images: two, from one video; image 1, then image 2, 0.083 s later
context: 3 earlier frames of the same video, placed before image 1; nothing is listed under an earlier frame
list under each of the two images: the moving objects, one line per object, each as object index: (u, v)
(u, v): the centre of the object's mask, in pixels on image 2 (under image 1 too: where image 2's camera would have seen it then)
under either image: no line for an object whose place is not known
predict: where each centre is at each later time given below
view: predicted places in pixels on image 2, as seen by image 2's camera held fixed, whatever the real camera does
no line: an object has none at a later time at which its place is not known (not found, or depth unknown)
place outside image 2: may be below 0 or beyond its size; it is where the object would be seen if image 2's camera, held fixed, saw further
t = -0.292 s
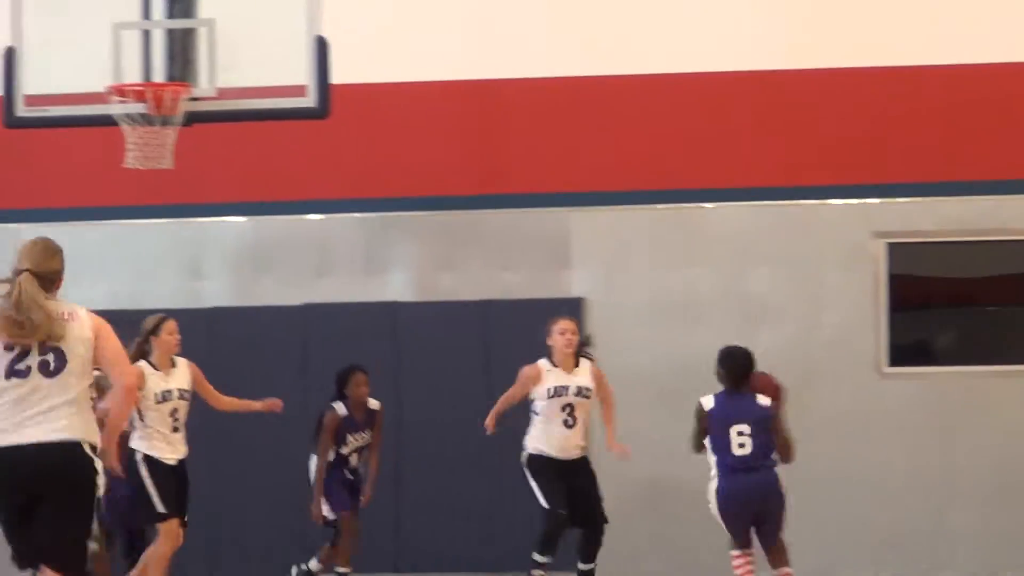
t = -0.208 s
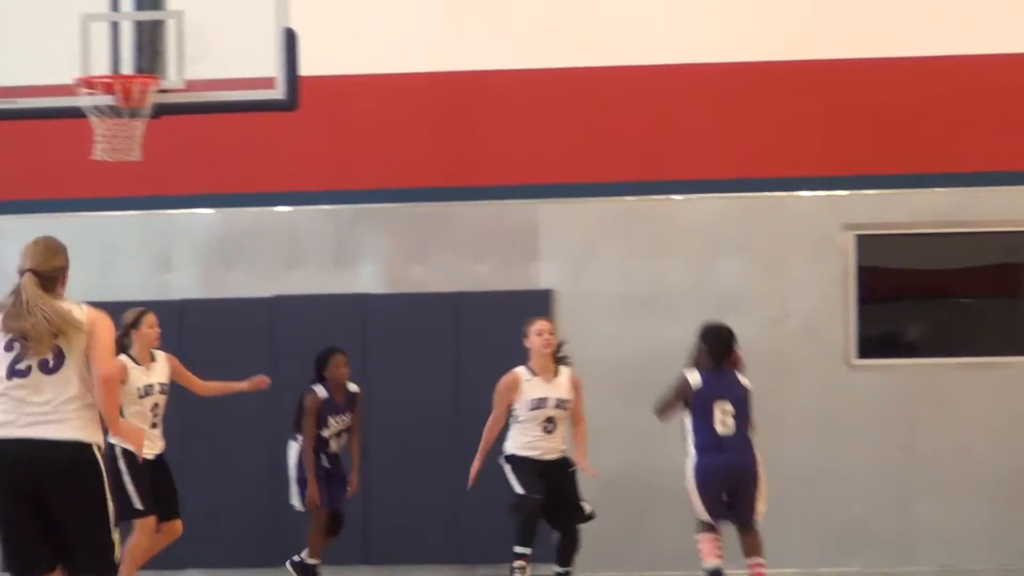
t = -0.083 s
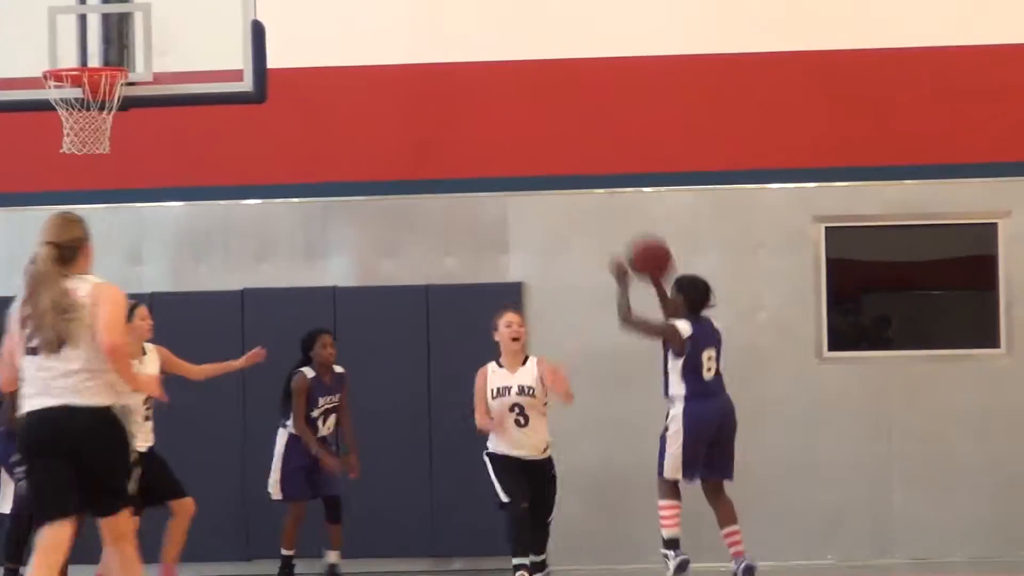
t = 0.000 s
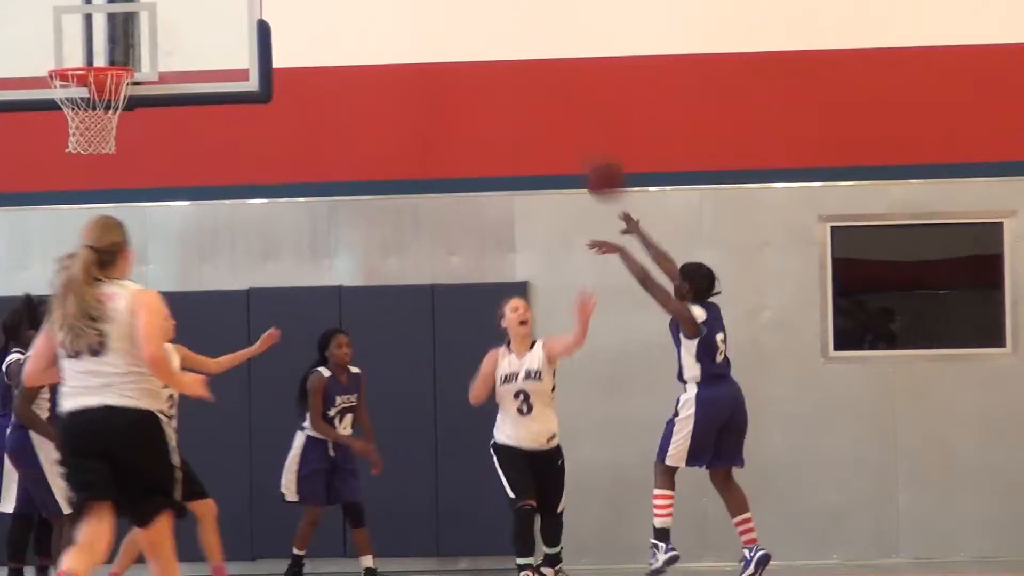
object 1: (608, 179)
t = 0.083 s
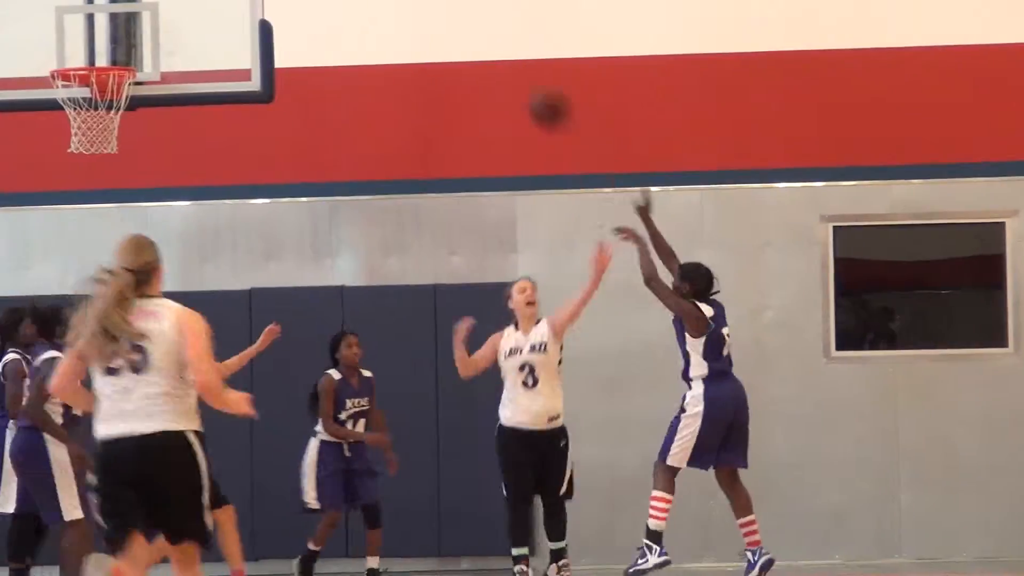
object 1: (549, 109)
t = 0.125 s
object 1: (520, 77)
